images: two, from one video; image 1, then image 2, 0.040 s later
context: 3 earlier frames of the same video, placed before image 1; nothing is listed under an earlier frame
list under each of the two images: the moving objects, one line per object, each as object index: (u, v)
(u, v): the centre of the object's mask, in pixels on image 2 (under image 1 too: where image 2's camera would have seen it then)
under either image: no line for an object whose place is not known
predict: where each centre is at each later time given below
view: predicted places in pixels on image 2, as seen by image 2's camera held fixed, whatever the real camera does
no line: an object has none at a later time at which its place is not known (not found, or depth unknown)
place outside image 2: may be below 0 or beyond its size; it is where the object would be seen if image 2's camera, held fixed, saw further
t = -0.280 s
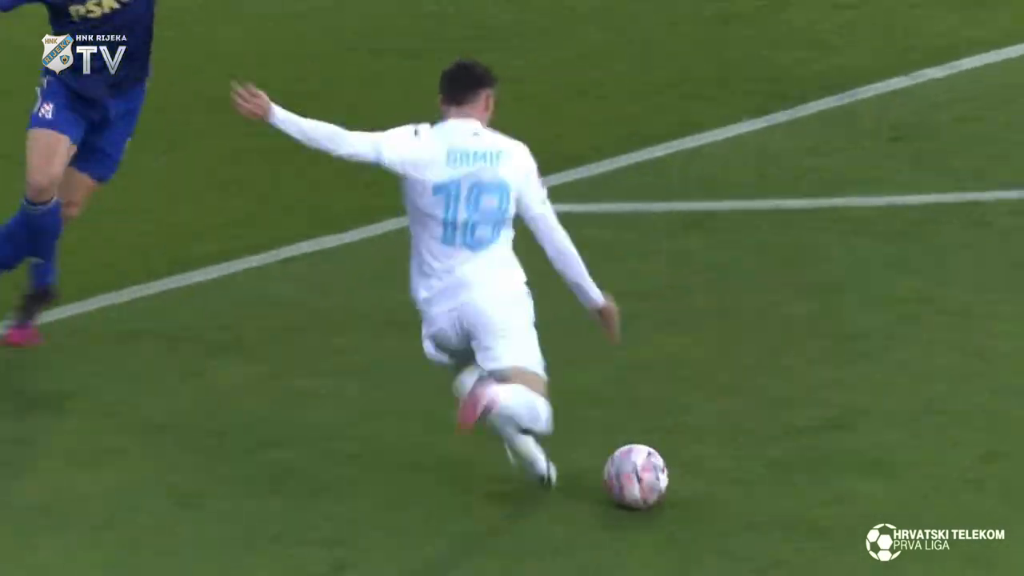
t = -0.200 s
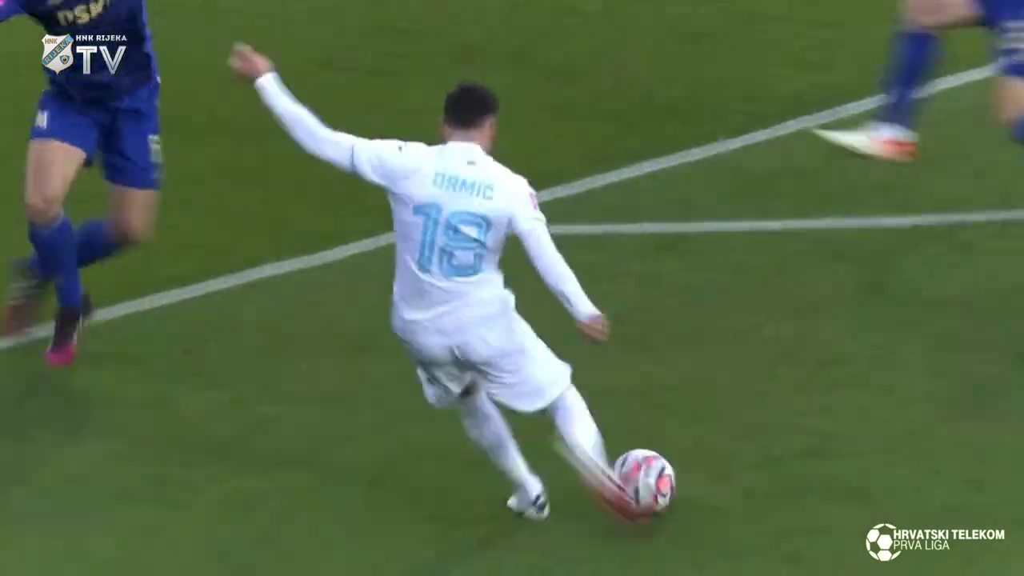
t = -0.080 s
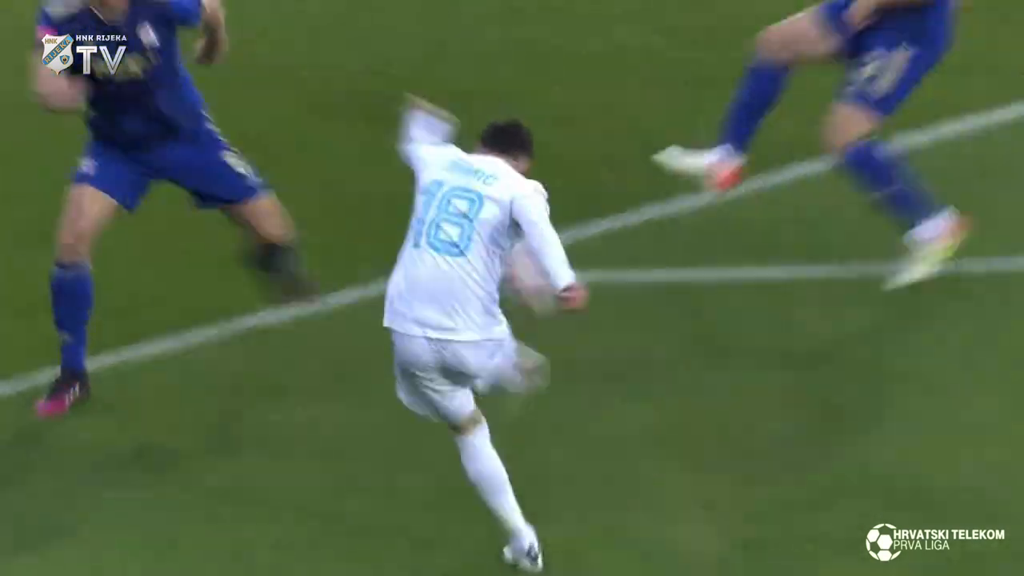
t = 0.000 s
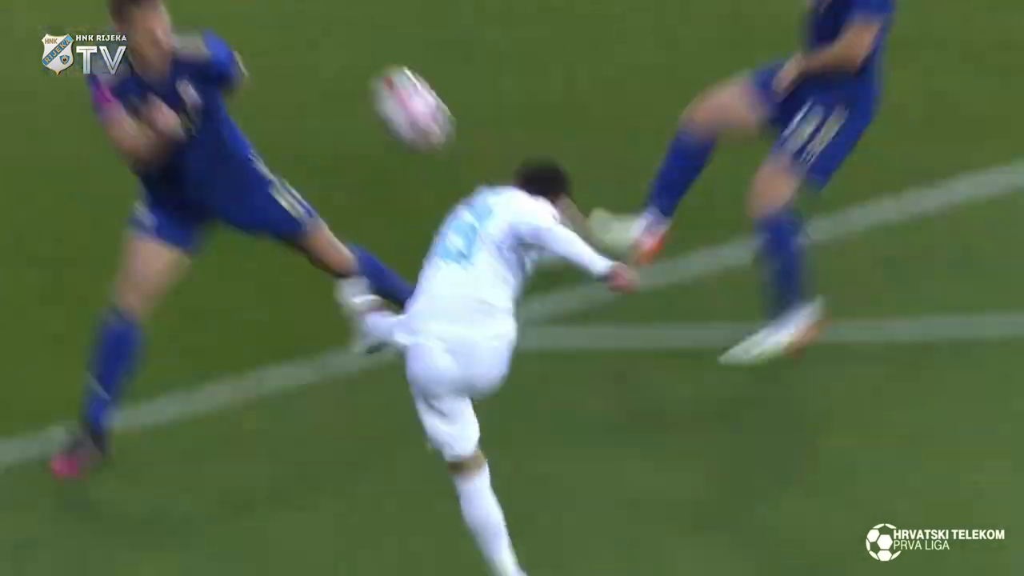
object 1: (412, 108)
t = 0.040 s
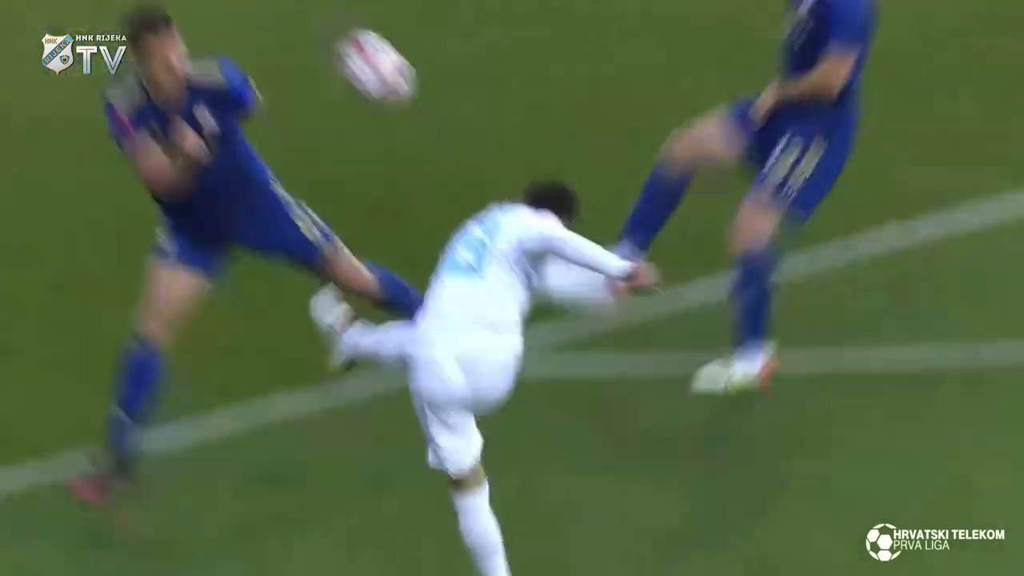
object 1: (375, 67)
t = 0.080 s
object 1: (342, 36)
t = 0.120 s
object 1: (293, 17)
